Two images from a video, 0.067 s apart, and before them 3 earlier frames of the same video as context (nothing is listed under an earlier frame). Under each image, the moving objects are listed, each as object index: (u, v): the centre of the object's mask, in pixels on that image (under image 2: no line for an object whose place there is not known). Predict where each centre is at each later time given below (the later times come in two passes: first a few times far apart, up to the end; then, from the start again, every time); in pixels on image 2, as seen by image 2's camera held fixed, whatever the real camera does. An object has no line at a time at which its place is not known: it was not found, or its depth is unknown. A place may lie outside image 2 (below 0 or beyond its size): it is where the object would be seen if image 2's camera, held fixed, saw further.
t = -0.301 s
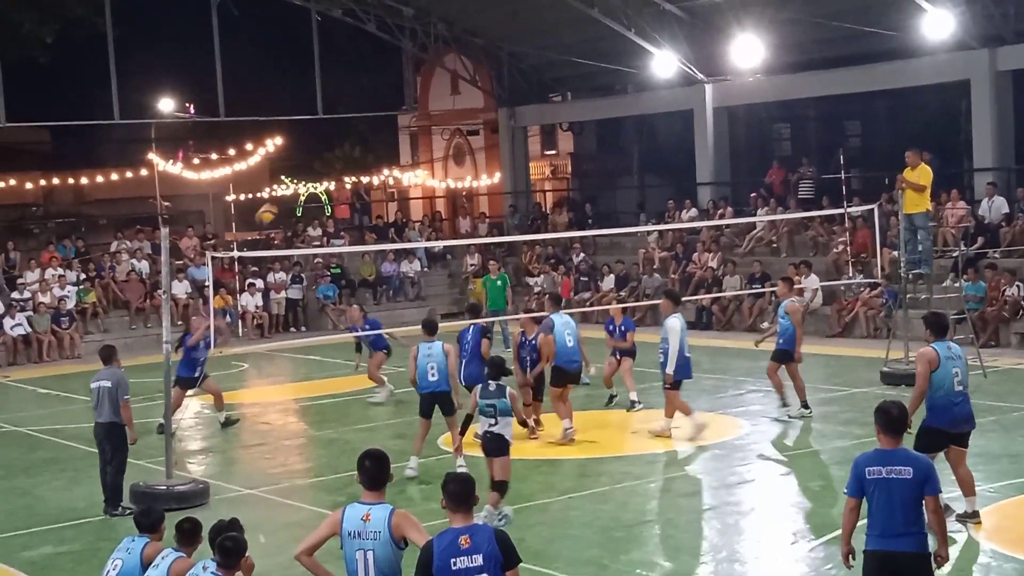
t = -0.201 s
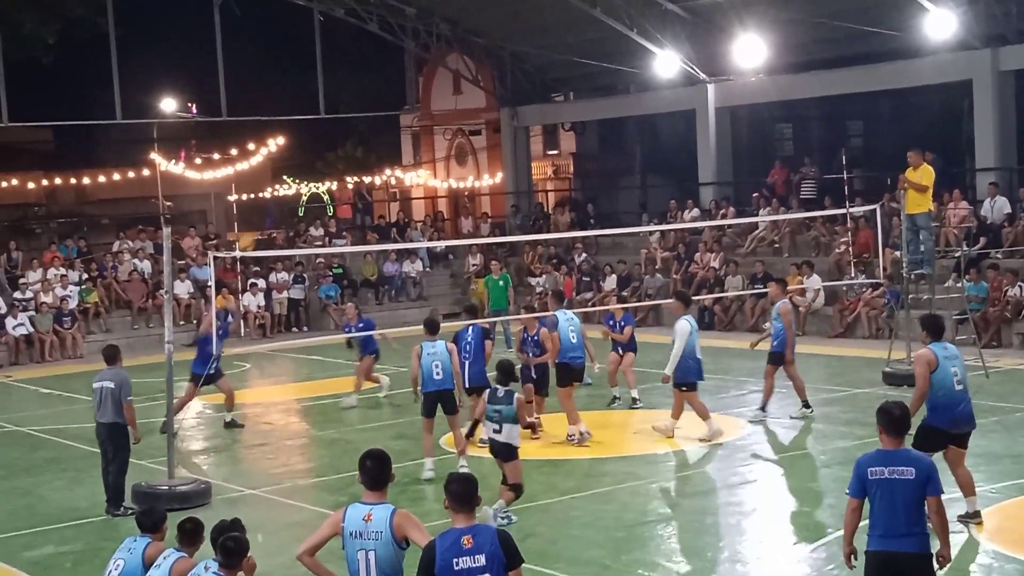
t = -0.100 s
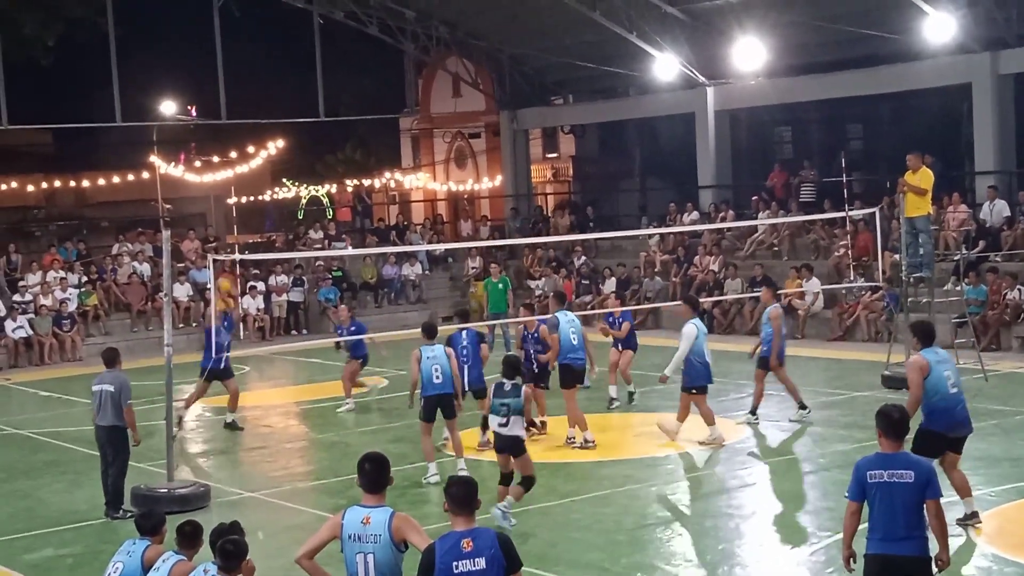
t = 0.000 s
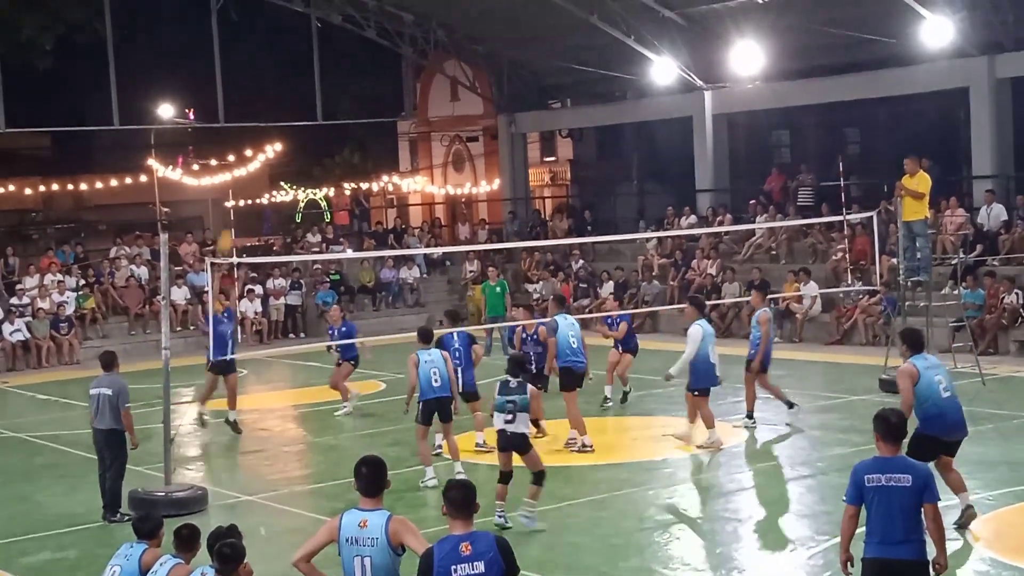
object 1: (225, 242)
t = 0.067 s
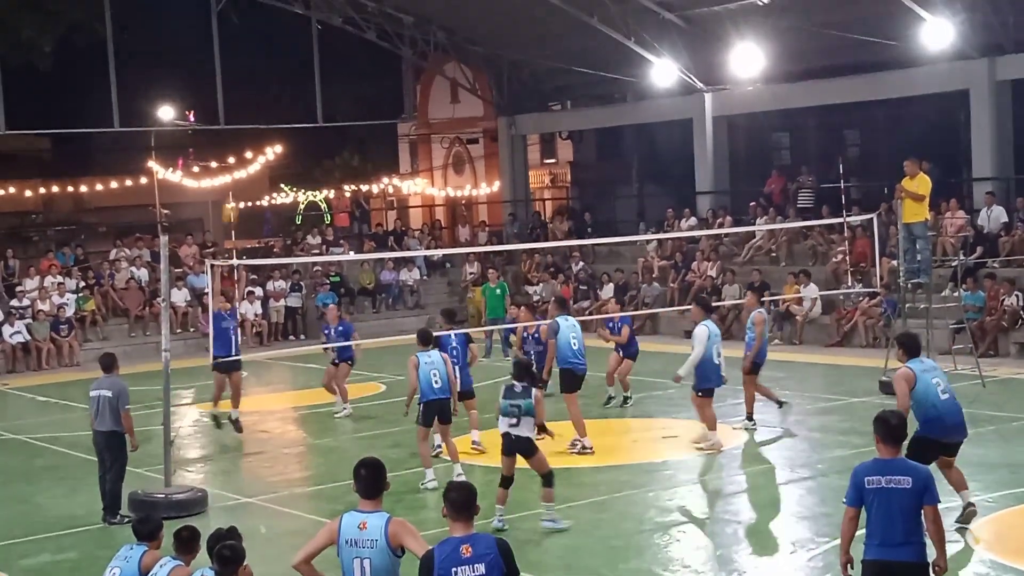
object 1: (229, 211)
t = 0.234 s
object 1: (244, 140)
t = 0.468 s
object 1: (265, 74)
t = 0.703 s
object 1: (291, 50)
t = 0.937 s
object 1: (319, 68)
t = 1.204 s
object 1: (354, 140)
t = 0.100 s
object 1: (234, 193)
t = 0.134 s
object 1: (236, 184)
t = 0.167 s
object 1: (237, 164)
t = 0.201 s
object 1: (241, 151)
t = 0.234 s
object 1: (244, 140)
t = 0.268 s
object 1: (247, 127)
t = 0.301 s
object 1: (250, 116)
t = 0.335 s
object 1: (253, 106)
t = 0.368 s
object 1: (256, 97)
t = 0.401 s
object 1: (259, 89)
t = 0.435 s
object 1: (262, 81)
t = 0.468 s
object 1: (265, 74)
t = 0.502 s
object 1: (269, 68)
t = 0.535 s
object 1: (272, 63)
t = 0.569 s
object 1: (276, 59)
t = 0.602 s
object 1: (280, 55)
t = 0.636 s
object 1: (283, 53)
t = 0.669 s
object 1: (287, 51)
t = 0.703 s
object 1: (291, 50)
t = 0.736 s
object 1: (295, 50)
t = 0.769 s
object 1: (299, 51)
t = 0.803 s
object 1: (302, 53)
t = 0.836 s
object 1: (306, 56)
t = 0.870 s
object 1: (310, 59)
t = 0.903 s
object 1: (315, 63)
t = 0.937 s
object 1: (319, 68)
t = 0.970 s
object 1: (323, 75)
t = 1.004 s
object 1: (328, 81)
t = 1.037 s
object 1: (332, 89)
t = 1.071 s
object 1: (336, 97)
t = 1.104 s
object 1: (341, 107)
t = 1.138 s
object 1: (345, 117)
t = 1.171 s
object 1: (350, 129)
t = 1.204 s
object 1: (354, 140)
